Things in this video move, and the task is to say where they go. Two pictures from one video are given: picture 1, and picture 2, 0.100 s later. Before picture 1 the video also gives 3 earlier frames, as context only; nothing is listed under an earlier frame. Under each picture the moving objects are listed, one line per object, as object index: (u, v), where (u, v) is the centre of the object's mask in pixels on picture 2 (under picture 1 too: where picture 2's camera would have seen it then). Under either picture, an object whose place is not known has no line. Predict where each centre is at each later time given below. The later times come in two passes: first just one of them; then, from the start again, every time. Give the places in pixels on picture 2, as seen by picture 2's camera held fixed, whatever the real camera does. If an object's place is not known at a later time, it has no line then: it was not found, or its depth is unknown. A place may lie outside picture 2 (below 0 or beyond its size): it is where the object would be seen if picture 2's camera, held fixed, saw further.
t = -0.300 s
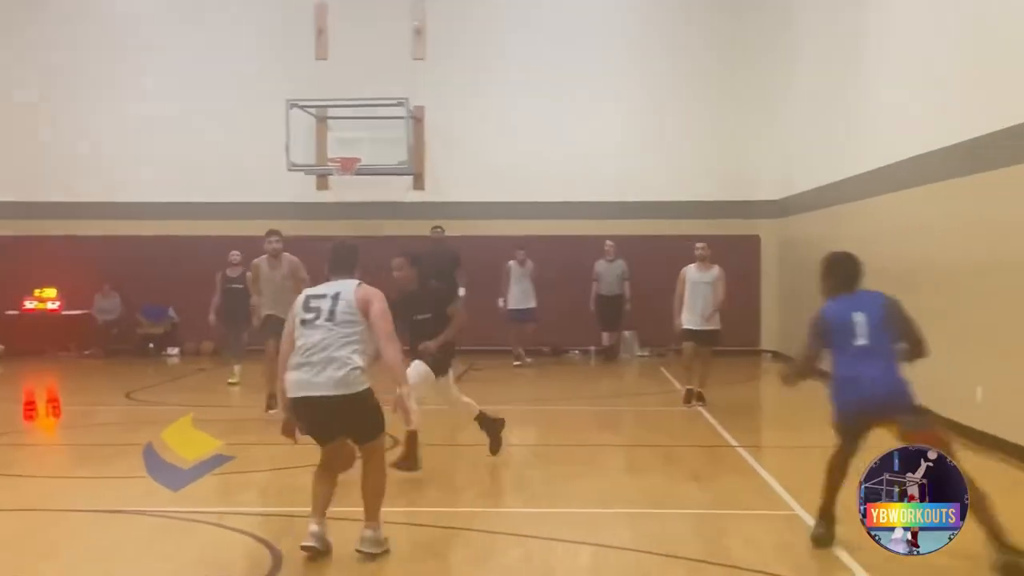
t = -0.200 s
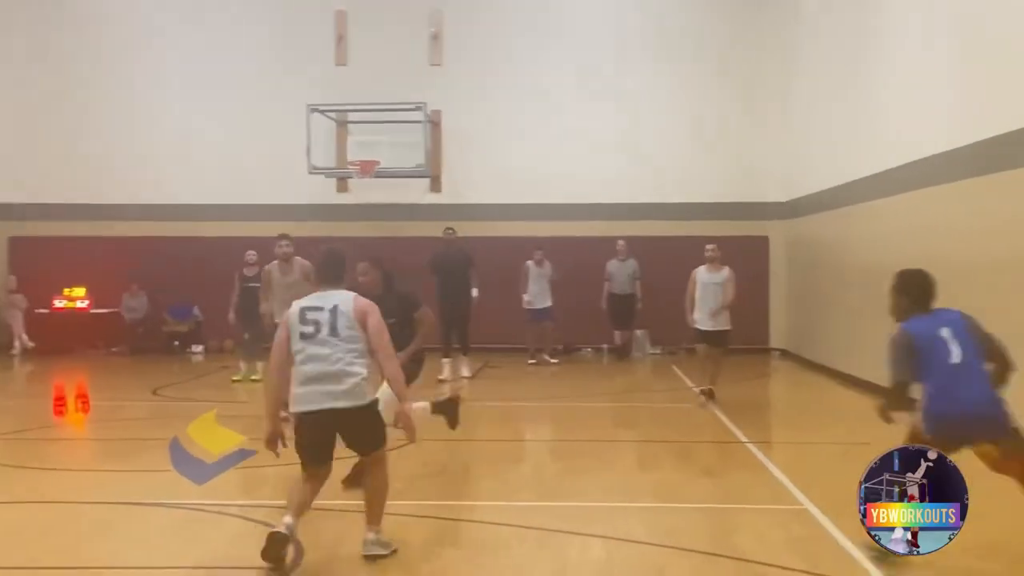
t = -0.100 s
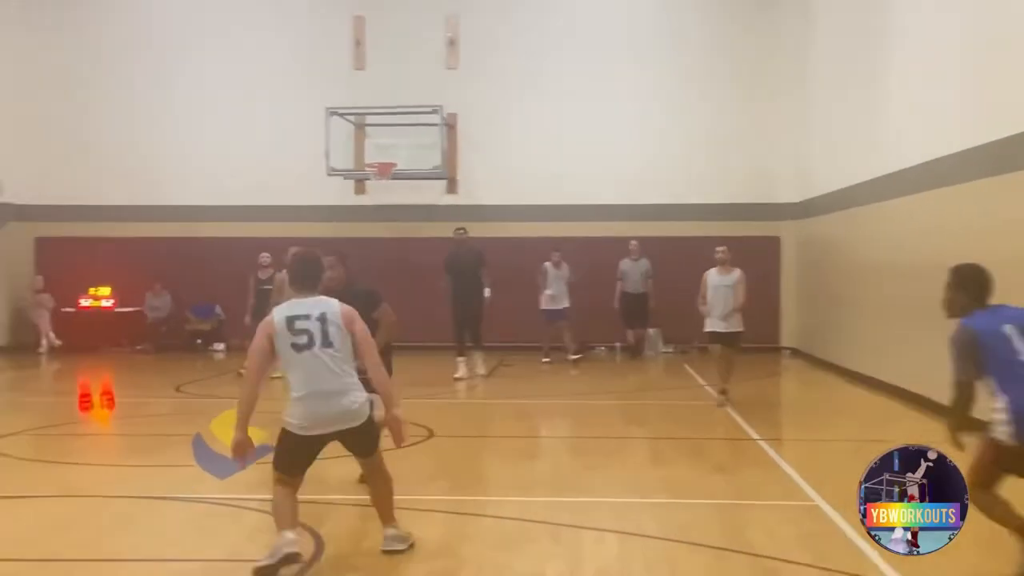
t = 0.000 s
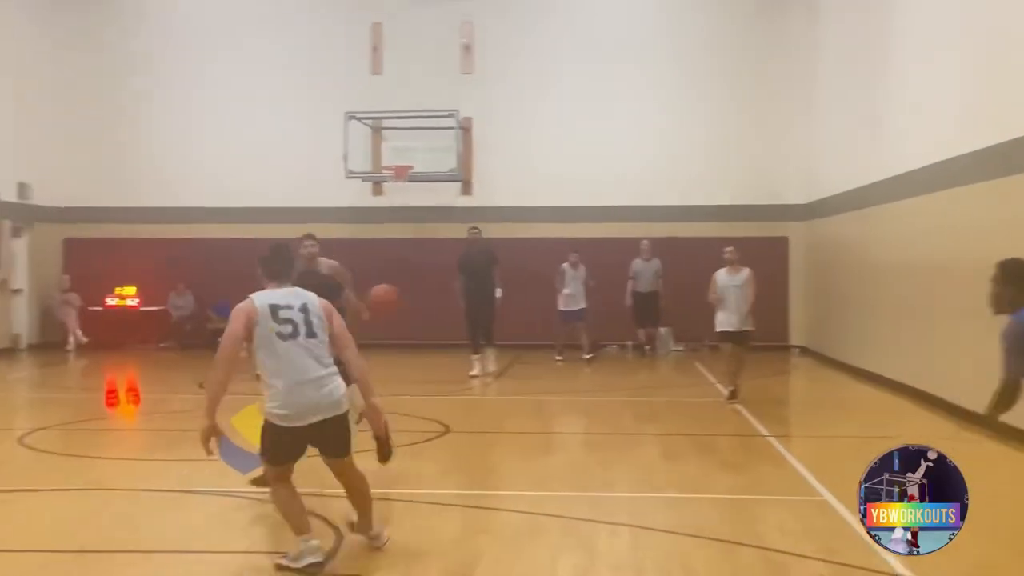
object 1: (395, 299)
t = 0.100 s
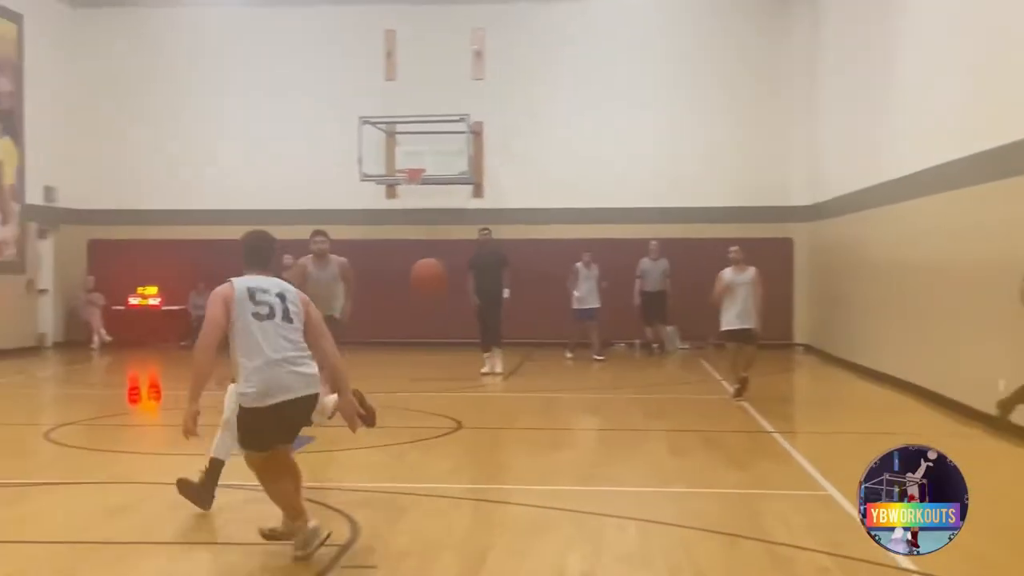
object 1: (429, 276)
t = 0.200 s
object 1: (468, 266)
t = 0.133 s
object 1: (442, 272)
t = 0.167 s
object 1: (453, 267)
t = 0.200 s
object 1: (468, 266)
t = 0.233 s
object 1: (484, 267)
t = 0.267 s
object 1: (500, 266)
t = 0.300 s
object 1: (516, 268)
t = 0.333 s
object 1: (530, 271)
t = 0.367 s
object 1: (550, 284)
